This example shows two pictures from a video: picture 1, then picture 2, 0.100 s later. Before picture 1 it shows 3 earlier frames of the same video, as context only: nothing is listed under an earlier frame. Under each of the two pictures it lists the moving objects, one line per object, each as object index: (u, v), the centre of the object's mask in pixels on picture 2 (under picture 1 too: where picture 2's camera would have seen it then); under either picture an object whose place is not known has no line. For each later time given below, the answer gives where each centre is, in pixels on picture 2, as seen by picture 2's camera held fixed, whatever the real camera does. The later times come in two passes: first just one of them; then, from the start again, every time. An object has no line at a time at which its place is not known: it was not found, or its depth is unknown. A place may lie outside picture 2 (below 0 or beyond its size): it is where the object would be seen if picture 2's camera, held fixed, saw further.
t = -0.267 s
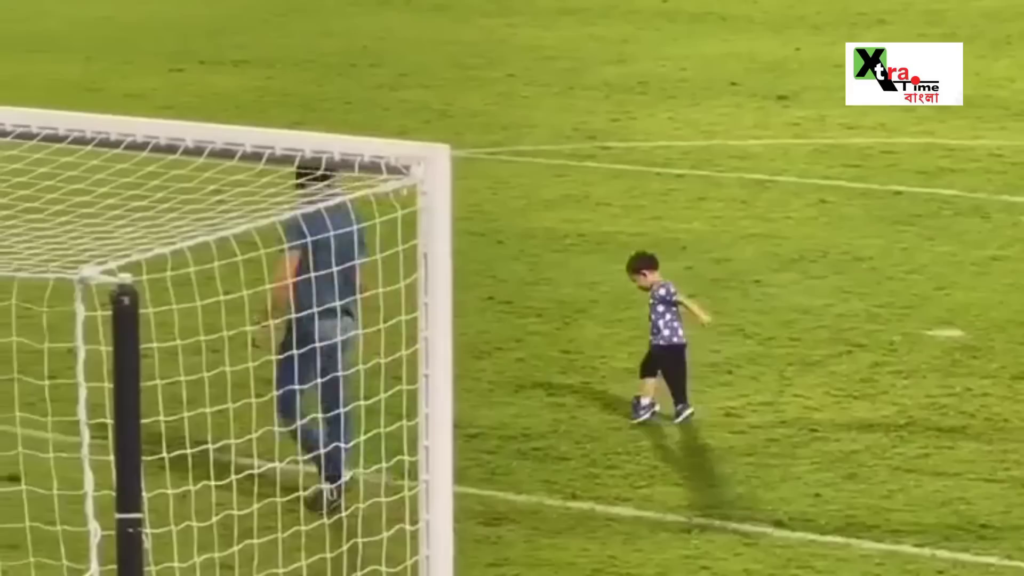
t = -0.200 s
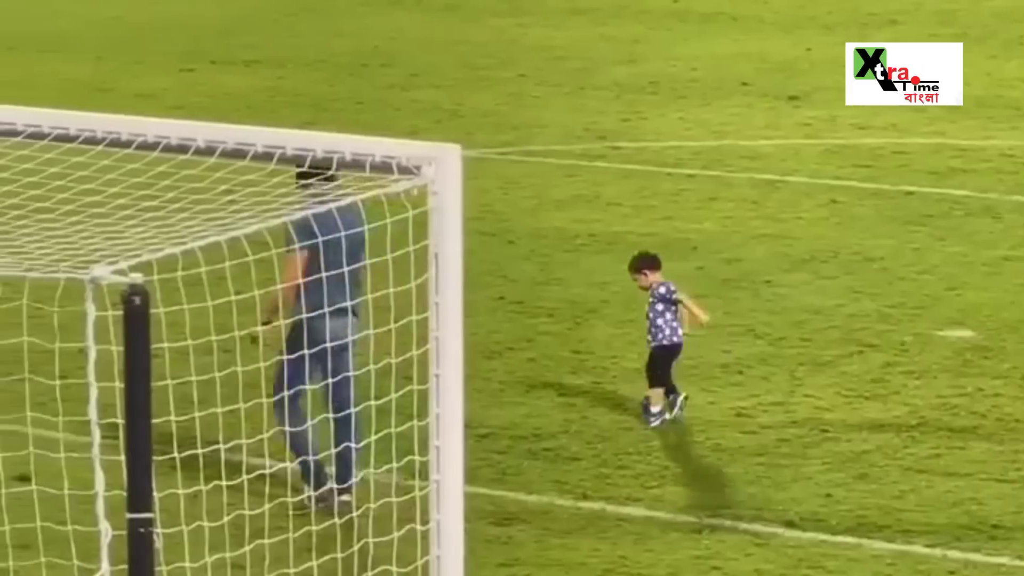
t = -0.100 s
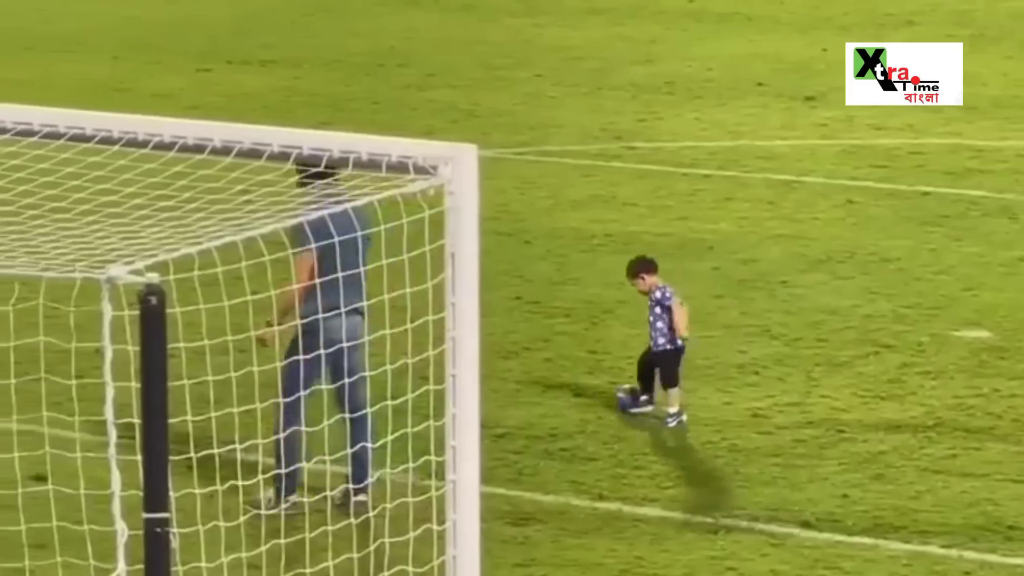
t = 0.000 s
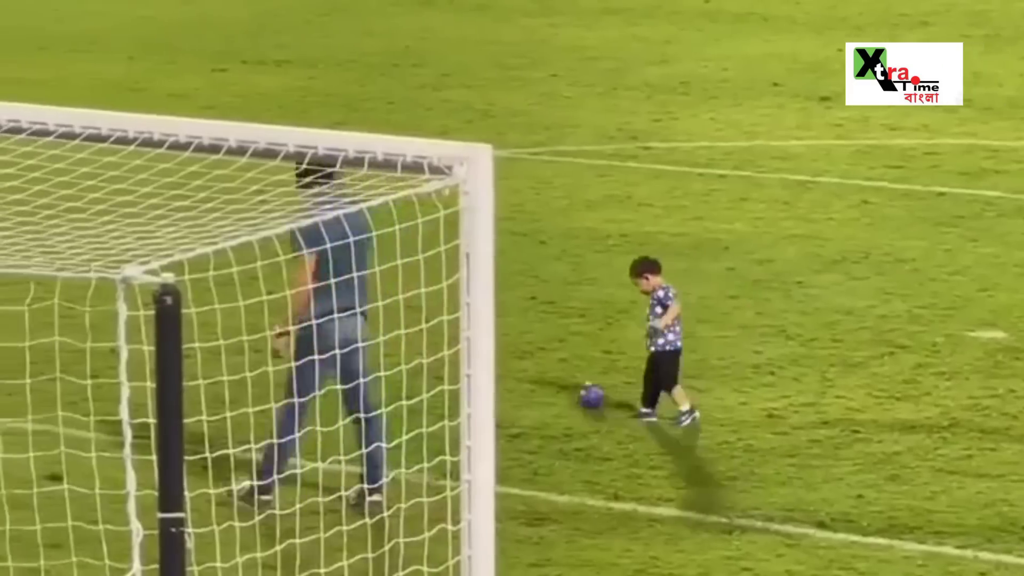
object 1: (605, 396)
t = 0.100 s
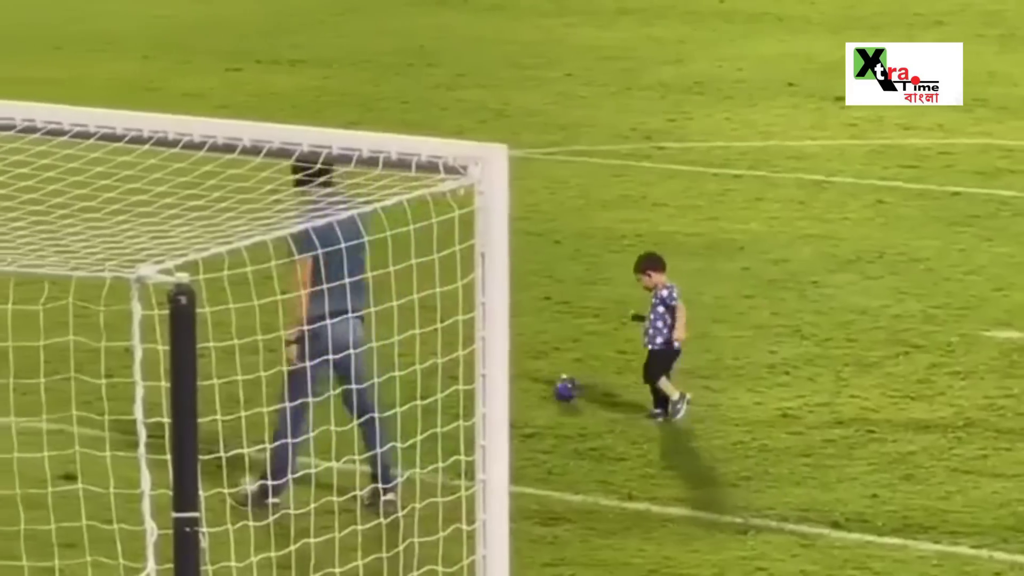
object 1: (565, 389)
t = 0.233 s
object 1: (524, 386)
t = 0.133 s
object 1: (554, 389)
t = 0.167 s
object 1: (544, 388)
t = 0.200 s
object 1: (534, 387)
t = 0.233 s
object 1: (524, 386)
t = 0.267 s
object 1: (519, 386)
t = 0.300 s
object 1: (516, 387)
